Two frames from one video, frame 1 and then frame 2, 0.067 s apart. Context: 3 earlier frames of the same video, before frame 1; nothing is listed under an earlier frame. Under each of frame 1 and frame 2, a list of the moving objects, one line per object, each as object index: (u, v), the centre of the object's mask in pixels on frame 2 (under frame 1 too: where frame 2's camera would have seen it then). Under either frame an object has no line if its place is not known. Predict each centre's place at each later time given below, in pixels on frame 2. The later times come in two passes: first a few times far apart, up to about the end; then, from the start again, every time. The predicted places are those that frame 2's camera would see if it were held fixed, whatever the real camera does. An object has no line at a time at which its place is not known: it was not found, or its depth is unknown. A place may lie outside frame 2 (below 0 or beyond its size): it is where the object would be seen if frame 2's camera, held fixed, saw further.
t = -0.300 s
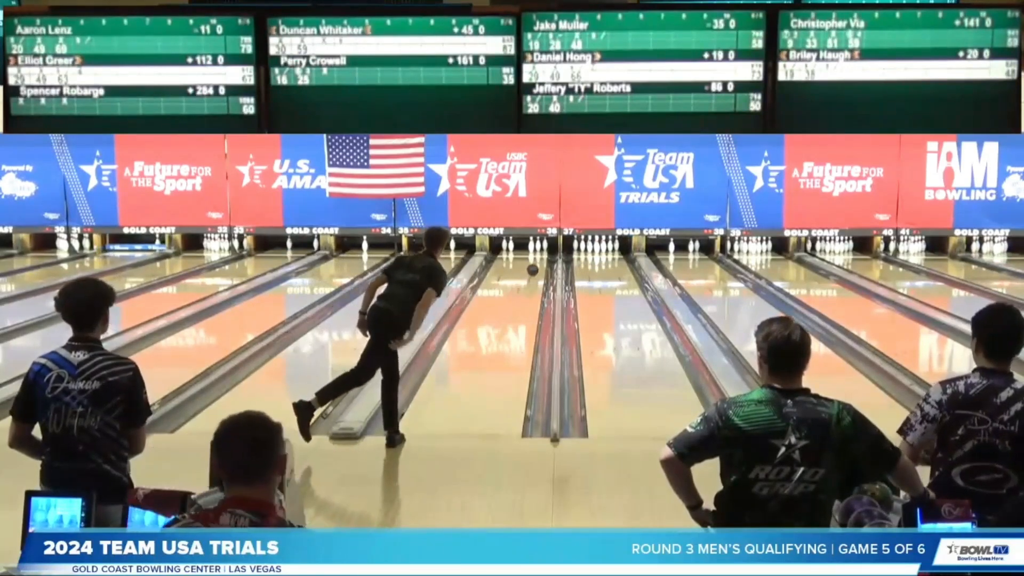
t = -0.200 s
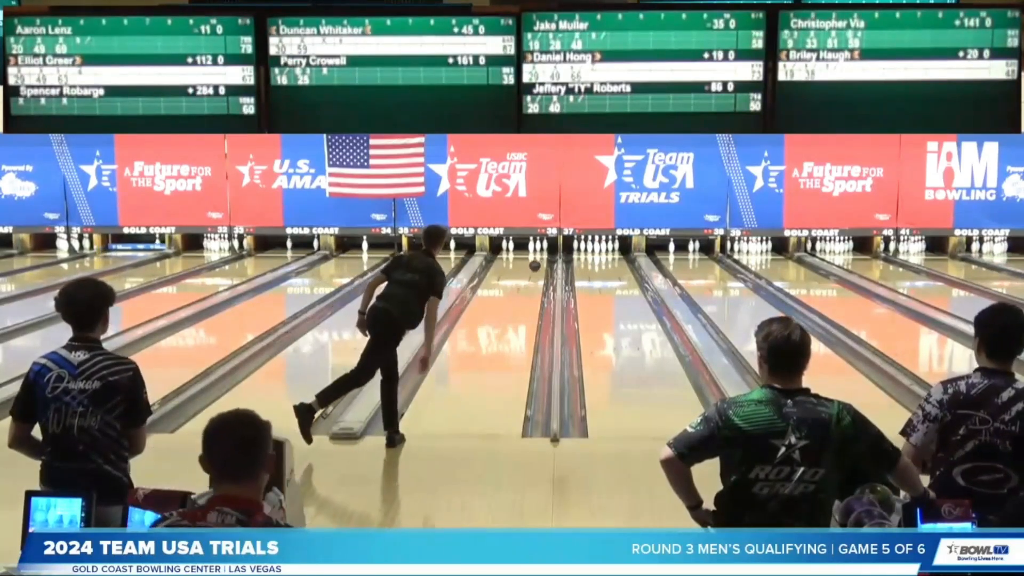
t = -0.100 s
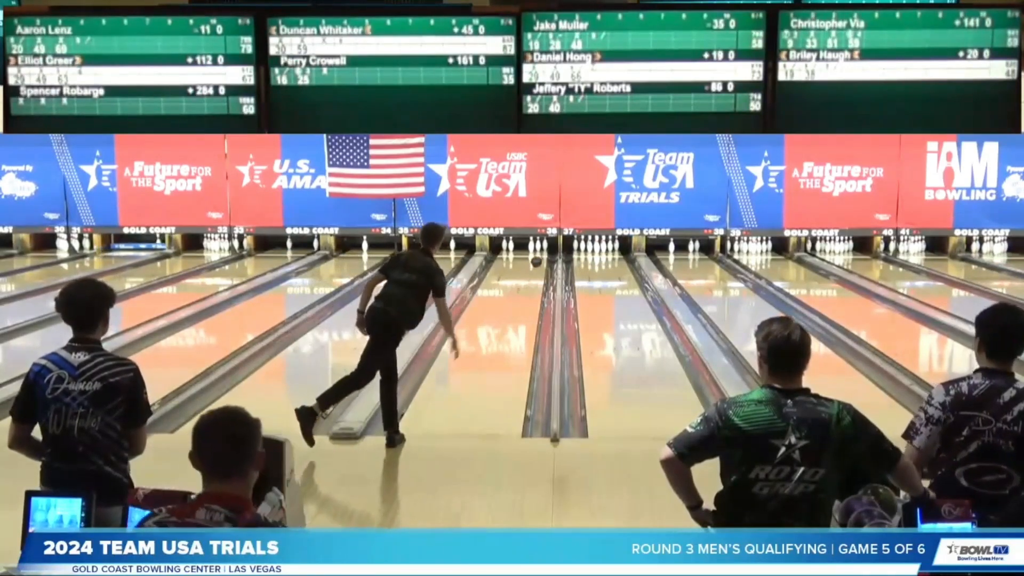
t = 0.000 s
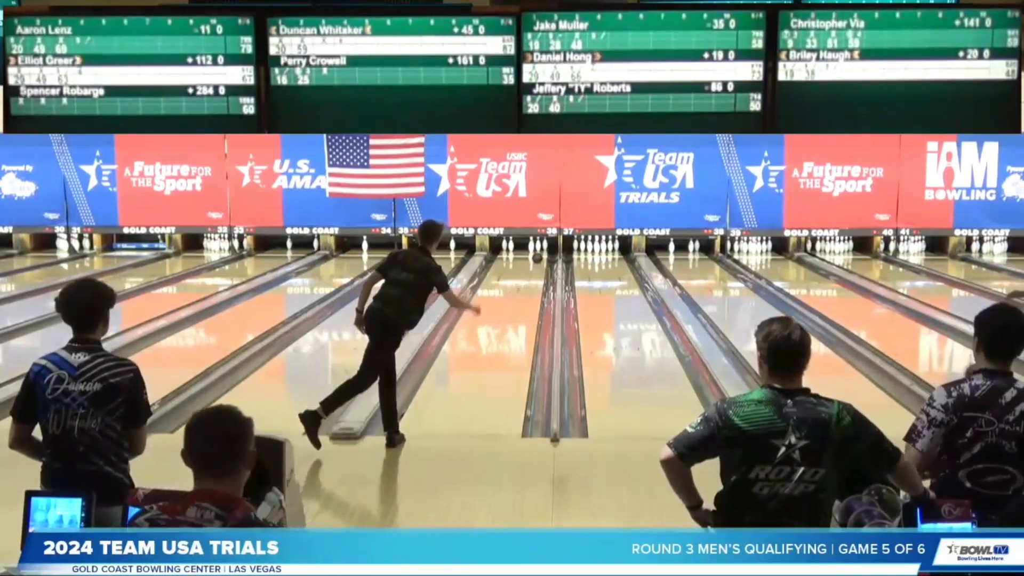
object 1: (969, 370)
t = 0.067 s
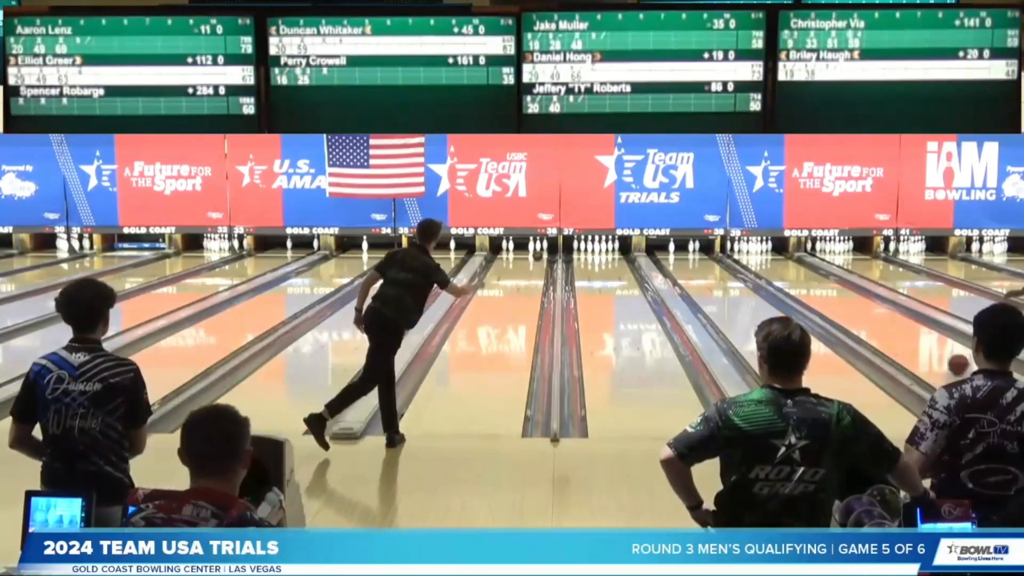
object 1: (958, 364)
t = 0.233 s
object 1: (920, 345)
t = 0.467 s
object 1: (879, 323)
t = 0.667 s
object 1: (849, 308)
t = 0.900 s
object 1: (821, 295)
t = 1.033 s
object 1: (808, 288)
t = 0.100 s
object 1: (950, 360)
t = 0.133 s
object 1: (943, 356)
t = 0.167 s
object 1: (935, 352)
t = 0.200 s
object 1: (928, 348)
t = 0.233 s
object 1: (920, 345)
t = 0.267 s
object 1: (914, 341)
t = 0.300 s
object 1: (908, 338)
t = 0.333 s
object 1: (901, 334)
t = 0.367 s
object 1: (895, 331)
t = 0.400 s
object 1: (890, 328)
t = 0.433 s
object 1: (884, 326)
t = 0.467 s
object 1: (879, 323)
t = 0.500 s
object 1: (873, 320)
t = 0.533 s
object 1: (868, 318)
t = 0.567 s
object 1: (863, 315)
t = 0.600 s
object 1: (859, 313)
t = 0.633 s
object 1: (854, 311)
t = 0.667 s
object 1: (849, 308)
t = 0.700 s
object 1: (845, 306)
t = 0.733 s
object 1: (841, 304)
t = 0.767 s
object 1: (837, 302)
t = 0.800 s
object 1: (833, 300)
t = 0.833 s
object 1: (829, 298)
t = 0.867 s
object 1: (825, 297)
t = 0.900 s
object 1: (821, 295)
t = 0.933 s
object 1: (818, 293)
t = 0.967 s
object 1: (814, 291)
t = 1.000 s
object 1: (811, 289)
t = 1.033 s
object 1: (808, 288)
